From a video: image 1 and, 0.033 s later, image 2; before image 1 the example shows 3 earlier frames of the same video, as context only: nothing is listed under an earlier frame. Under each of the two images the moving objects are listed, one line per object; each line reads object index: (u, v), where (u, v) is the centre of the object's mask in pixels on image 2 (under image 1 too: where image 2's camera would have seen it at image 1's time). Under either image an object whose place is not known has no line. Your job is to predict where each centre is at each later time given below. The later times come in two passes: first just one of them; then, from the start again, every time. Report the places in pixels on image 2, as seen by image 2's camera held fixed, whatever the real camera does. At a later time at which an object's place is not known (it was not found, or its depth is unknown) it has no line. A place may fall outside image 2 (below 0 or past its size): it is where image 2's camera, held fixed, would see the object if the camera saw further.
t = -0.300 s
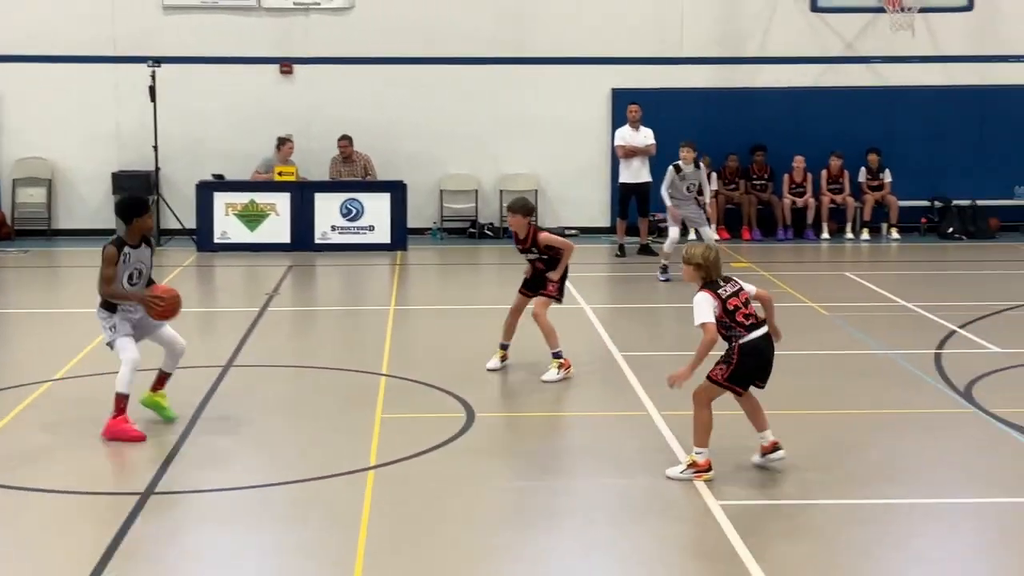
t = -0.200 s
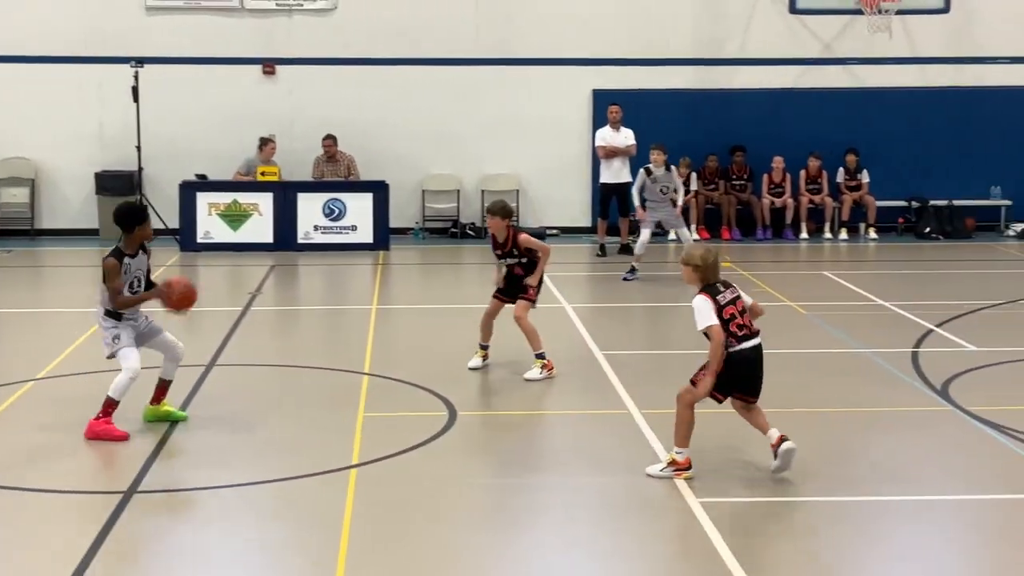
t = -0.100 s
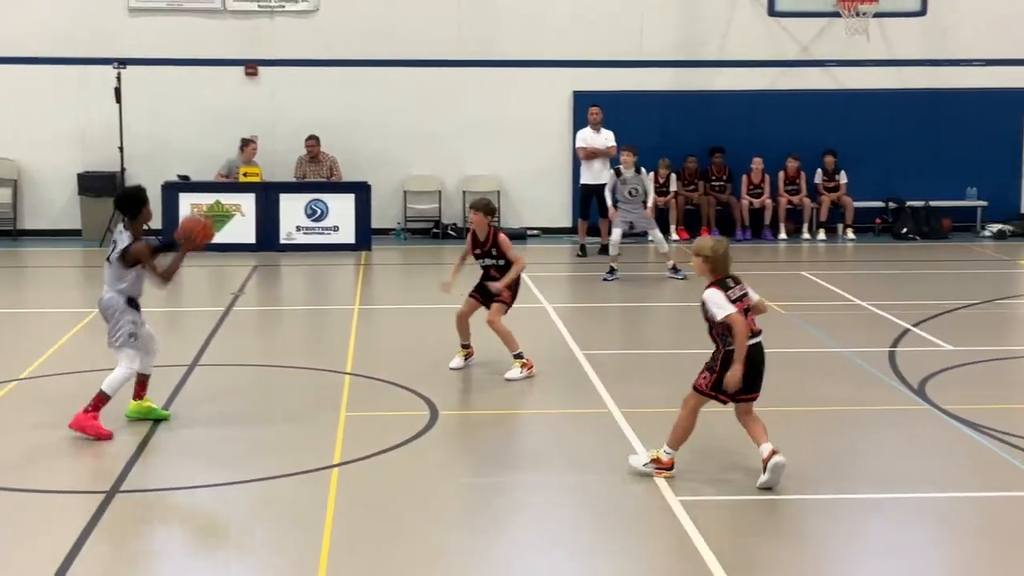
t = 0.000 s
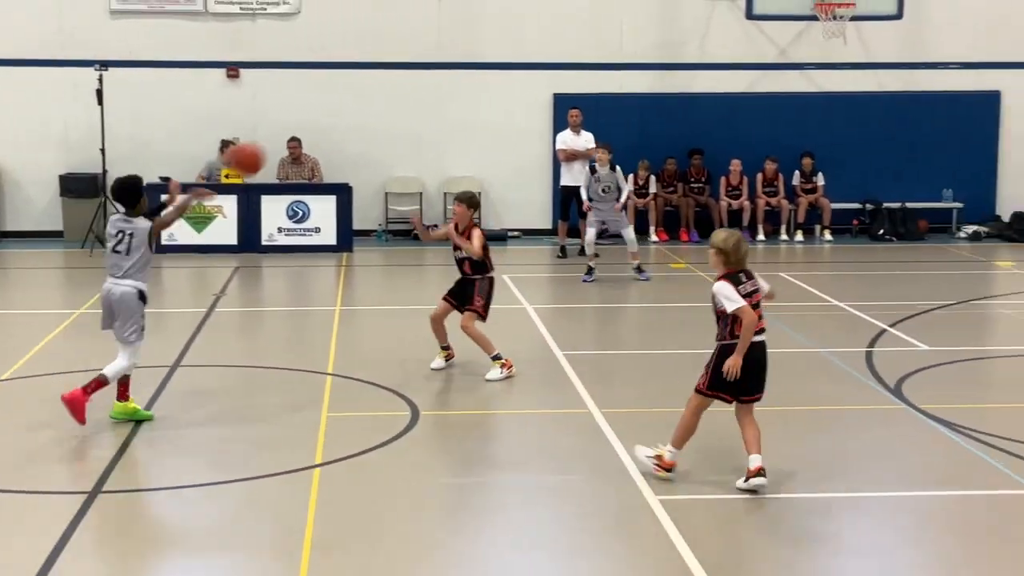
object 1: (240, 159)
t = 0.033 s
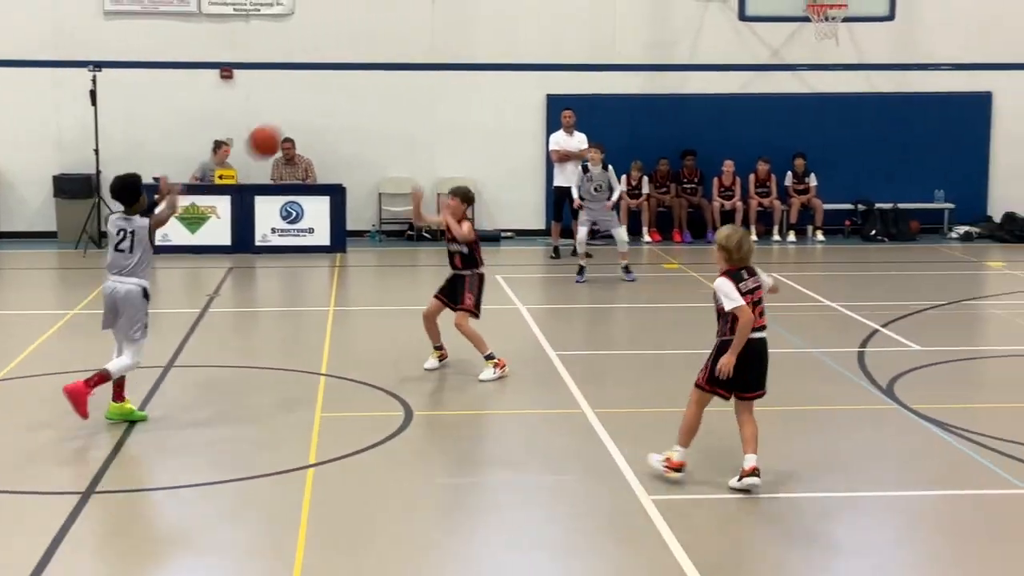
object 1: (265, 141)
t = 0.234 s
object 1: (390, 75)
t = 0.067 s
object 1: (289, 125)
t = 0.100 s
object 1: (310, 111)
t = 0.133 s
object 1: (332, 100)
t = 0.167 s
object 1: (352, 90)
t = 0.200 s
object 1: (372, 82)
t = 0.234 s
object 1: (390, 75)
